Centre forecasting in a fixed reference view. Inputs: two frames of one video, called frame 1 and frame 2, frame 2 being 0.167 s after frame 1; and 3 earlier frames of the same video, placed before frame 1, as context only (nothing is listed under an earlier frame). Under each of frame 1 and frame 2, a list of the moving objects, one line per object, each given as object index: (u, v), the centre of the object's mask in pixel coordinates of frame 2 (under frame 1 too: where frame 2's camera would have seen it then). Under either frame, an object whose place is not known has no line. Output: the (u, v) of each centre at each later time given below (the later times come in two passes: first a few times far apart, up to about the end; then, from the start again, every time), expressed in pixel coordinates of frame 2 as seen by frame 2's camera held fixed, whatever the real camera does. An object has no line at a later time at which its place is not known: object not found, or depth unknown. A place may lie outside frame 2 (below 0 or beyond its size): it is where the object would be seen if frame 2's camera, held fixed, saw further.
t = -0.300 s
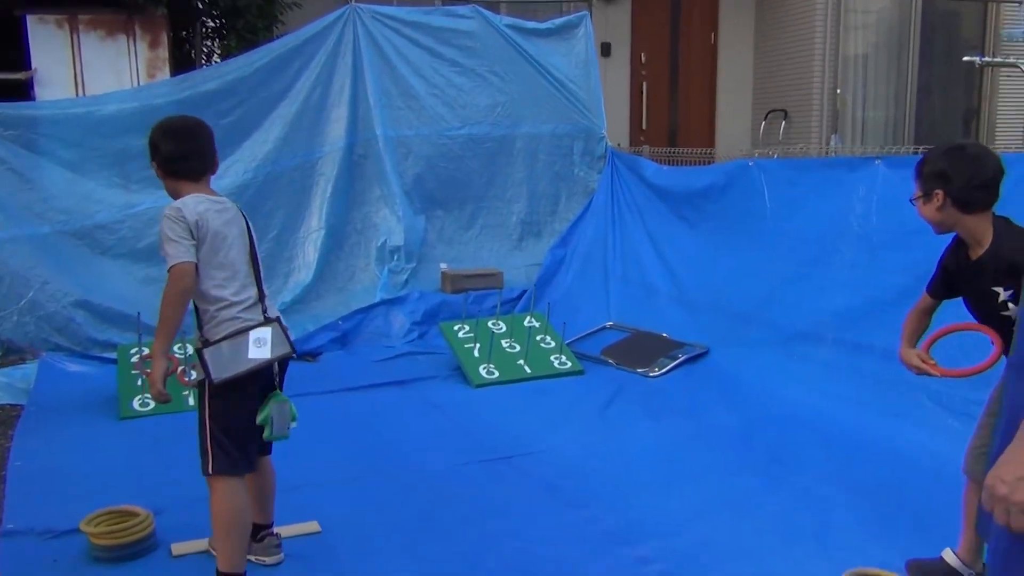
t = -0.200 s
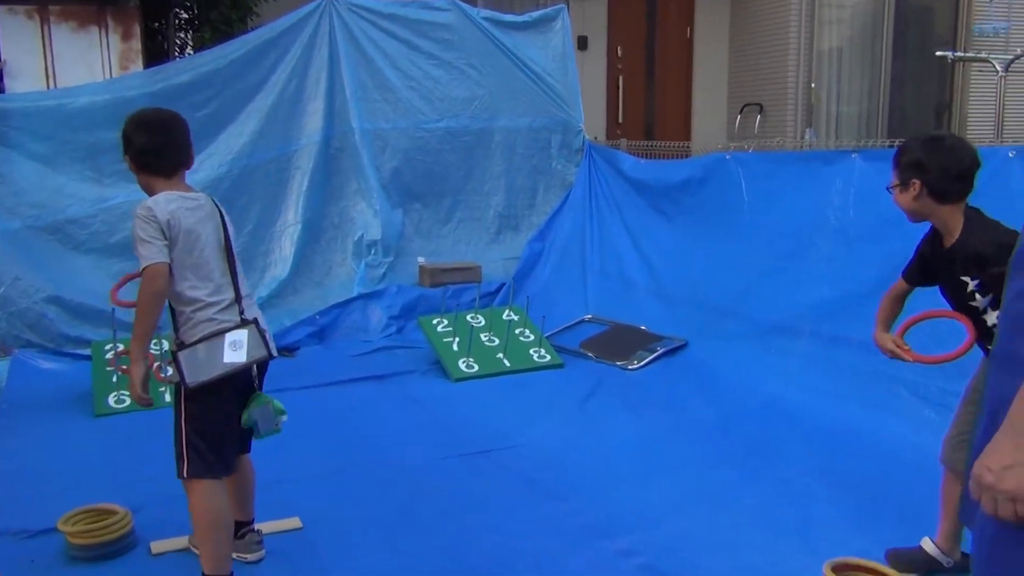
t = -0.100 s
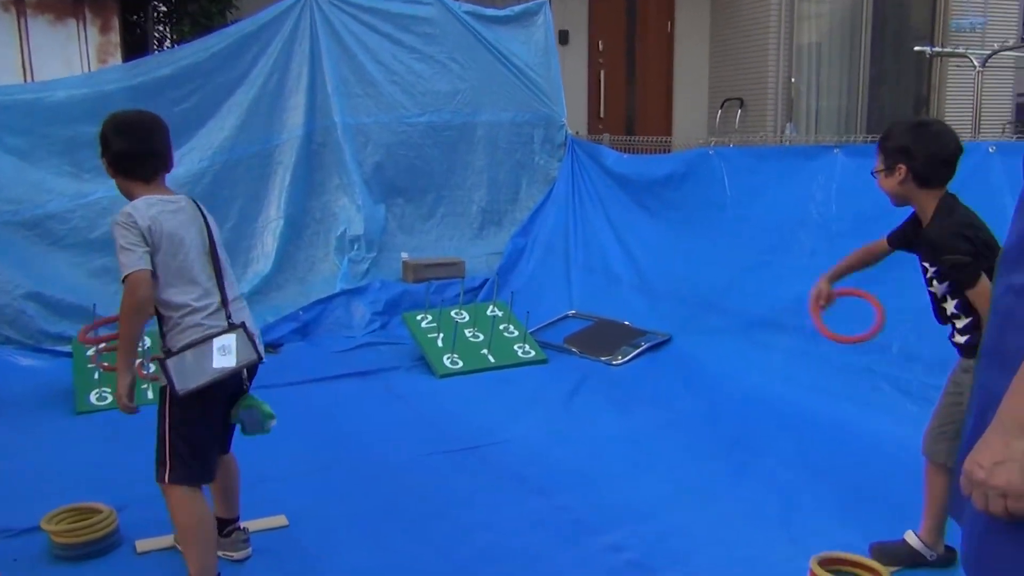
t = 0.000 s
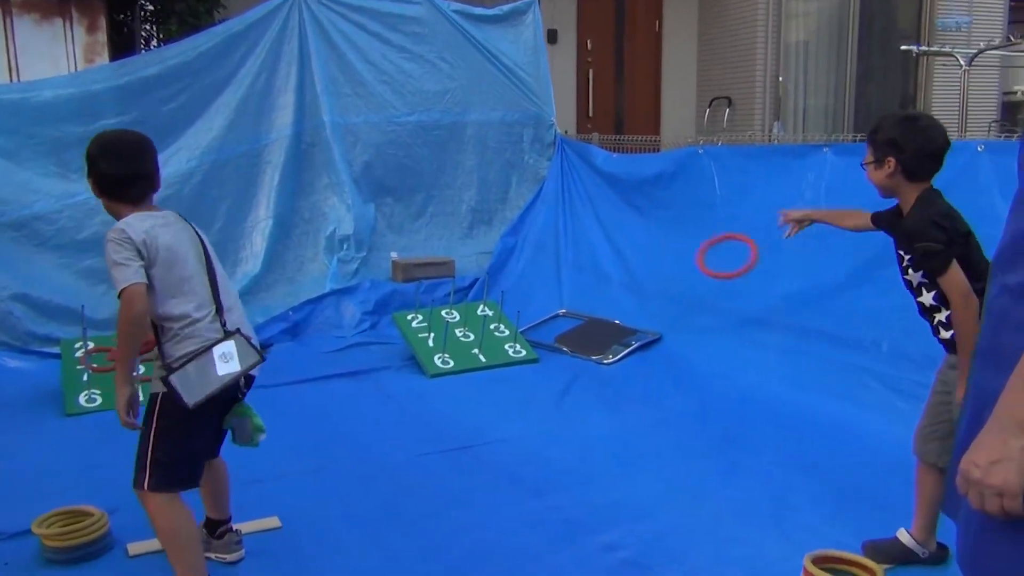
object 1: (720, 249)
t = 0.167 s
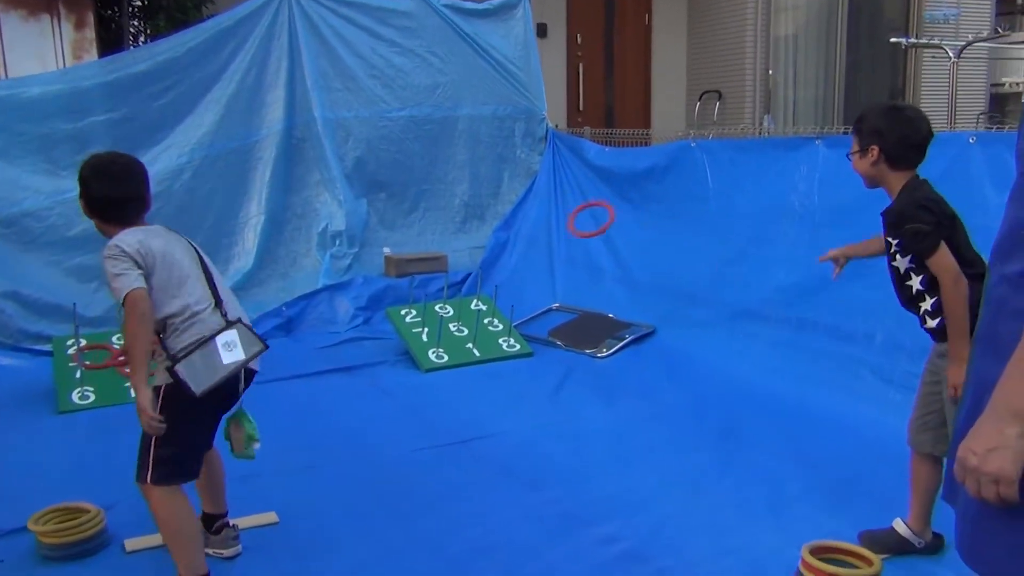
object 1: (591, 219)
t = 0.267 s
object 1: (535, 235)
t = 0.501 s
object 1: (457, 319)
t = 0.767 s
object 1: (462, 332)
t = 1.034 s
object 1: (461, 333)
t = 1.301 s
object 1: (461, 333)
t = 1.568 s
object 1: (461, 333)
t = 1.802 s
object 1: (461, 333)
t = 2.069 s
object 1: (461, 333)
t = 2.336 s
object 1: (461, 333)
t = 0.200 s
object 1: (571, 222)
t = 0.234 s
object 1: (552, 227)
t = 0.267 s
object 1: (535, 235)
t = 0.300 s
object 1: (518, 244)
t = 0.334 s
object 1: (503, 255)
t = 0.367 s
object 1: (490, 267)
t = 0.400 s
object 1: (477, 280)
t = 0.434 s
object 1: (464, 294)
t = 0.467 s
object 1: (453, 310)
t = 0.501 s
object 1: (457, 319)
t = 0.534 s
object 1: (455, 318)
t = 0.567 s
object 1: (458, 319)
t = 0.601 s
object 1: (464, 322)
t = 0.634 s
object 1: (466, 324)
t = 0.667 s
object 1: (465, 326)
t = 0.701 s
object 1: (463, 329)
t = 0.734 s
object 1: (462, 331)
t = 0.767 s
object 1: (462, 332)
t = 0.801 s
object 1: (462, 331)
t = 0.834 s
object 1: (461, 331)
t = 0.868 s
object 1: (461, 332)
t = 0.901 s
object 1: (461, 332)
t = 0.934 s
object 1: (461, 332)
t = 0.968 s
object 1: (461, 332)
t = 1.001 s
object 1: (461, 332)
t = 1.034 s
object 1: (461, 333)
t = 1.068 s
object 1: (461, 333)
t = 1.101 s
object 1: (461, 333)
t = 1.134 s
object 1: (461, 333)
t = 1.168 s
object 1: (461, 333)
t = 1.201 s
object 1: (461, 333)
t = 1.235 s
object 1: (461, 333)
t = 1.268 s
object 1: (461, 333)
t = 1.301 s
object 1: (461, 333)
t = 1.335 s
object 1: (461, 333)
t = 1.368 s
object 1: (460, 333)
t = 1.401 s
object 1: (461, 333)
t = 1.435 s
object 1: (461, 333)
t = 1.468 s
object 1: (461, 333)
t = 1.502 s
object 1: (460, 333)
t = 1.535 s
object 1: (461, 333)
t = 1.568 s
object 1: (461, 333)
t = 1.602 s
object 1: (461, 333)
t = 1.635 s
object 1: (461, 333)
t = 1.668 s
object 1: (461, 333)
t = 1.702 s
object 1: (461, 333)
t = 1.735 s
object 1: (461, 333)
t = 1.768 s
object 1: (461, 333)
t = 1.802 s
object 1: (461, 333)
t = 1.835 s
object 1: (461, 333)
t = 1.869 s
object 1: (460, 333)
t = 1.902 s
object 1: (461, 333)
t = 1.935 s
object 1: (461, 333)
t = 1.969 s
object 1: (461, 333)
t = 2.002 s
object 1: (461, 333)
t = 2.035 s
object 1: (461, 333)
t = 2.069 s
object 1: (461, 333)
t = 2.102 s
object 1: (461, 333)
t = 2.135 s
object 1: (461, 333)
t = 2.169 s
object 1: (461, 333)
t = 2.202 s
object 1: (461, 333)
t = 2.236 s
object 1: (461, 333)
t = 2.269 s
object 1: (461, 333)
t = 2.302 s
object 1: (461, 333)
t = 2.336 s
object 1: (461, 333)
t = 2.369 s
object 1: (461, 333)
